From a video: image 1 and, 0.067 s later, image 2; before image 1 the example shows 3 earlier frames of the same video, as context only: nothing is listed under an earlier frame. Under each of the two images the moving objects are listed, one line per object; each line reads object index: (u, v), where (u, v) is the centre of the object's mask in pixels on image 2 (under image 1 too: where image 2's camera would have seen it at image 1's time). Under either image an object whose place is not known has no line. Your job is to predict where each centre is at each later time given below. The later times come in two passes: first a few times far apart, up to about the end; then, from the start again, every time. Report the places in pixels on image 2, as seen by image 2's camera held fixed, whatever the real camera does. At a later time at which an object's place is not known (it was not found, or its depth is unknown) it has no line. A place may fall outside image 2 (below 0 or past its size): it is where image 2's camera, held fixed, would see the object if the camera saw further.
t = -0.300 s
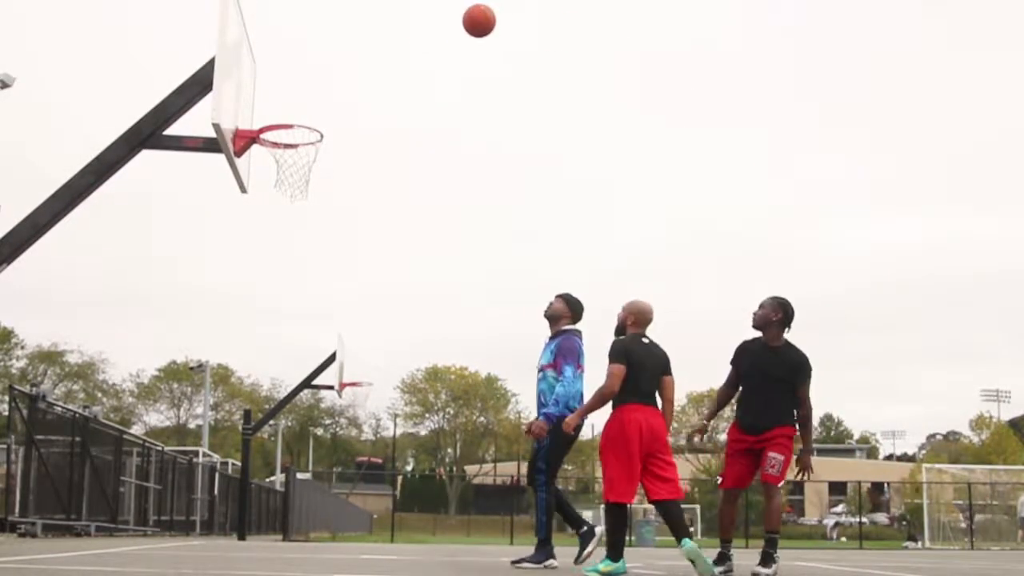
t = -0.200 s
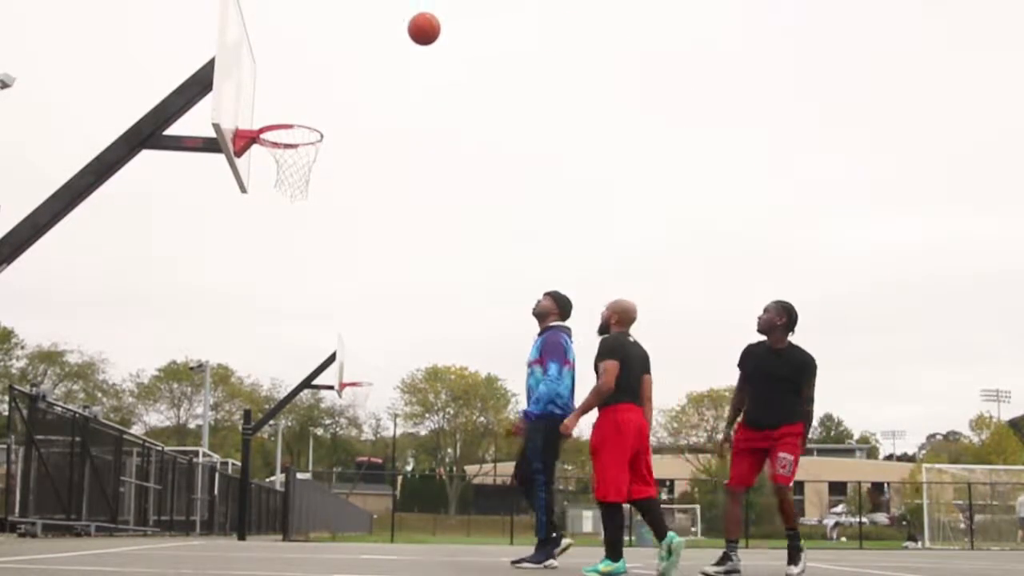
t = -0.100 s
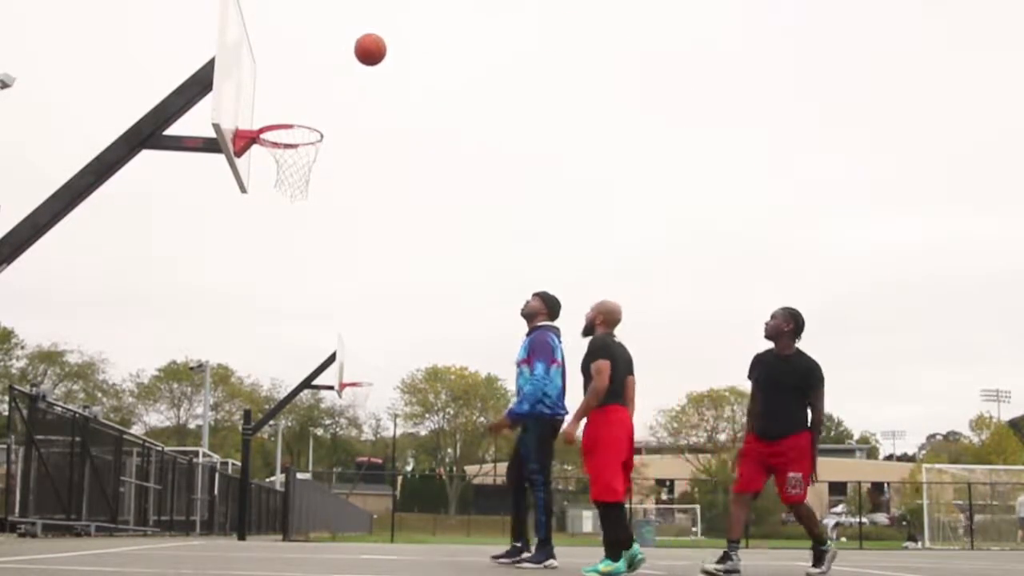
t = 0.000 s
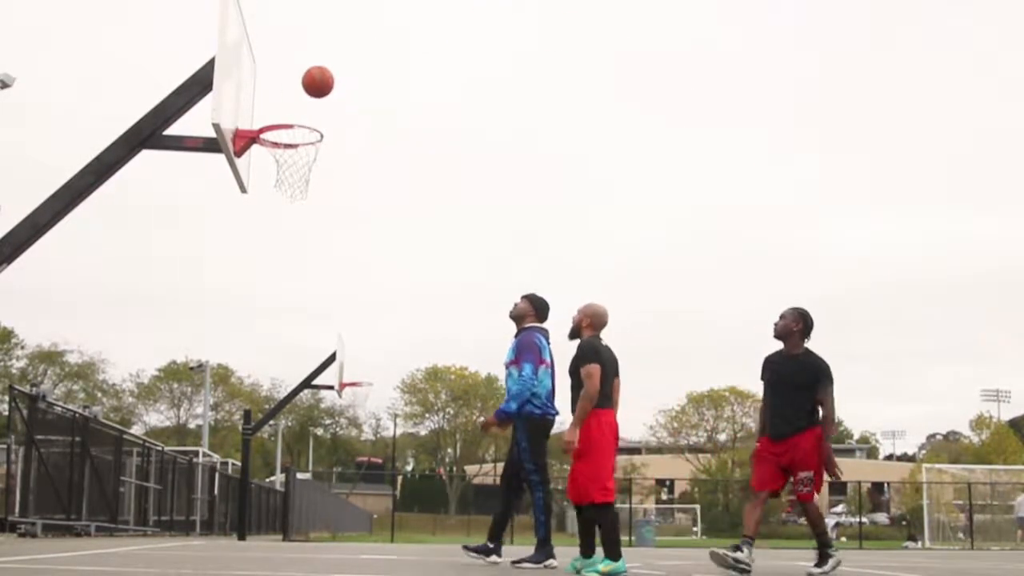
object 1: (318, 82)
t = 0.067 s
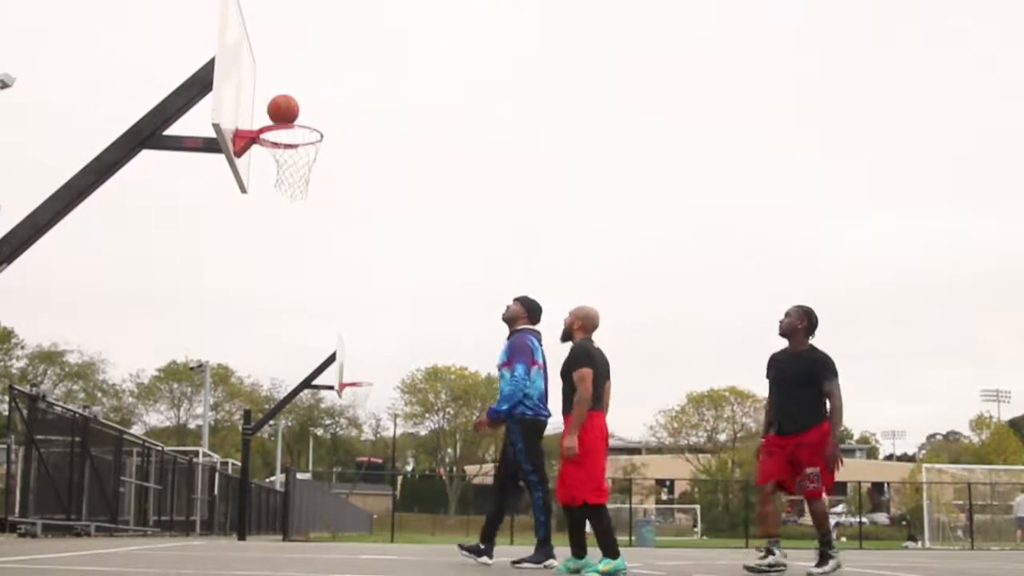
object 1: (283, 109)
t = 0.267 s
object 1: (289, 52)
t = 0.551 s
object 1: (323, 10)
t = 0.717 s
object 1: (340, 25)
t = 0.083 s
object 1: (274, 116)
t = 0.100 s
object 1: (268, 123)
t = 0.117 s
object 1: (269, 114)
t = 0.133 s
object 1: (272, 108)
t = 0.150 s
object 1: (274, 100)
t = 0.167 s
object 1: (276, 92)
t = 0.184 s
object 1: (278, 84)
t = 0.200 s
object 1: (280, 77)
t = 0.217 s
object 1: (283, 71)
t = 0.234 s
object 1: (285, 64)
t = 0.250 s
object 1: (287, 58)
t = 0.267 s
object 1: (289, 52)
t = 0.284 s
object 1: (291, 47)
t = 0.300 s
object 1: (293, 42)
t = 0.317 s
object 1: (295, 37)
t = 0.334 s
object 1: (297, 32)
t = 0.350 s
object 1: (299, 28)
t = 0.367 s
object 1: (301, 25)
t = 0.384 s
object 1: (303, 21)
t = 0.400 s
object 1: (305, 18)
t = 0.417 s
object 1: (307, 16)
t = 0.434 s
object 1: (309, 14)
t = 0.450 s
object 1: (311, 12)
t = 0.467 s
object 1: (313, 11)
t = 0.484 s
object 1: (315, 11)
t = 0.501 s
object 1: (317, 10)
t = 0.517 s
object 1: (319, 10)
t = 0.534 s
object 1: (321, 10)
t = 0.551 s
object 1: (323, 10)
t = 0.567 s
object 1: (324, 10)
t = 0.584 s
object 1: (326, 10)
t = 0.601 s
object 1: (328, 11)
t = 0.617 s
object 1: (330, 12)
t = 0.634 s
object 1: (332, 13)
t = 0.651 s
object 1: (333, 14)
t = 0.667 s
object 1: (335, 16)
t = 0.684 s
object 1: (337, 19)
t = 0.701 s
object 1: (338, 22)
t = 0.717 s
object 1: (340, 25)
